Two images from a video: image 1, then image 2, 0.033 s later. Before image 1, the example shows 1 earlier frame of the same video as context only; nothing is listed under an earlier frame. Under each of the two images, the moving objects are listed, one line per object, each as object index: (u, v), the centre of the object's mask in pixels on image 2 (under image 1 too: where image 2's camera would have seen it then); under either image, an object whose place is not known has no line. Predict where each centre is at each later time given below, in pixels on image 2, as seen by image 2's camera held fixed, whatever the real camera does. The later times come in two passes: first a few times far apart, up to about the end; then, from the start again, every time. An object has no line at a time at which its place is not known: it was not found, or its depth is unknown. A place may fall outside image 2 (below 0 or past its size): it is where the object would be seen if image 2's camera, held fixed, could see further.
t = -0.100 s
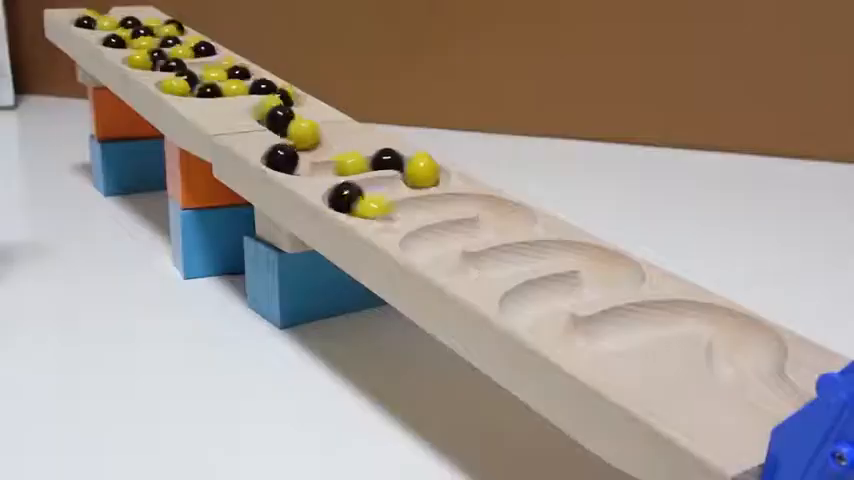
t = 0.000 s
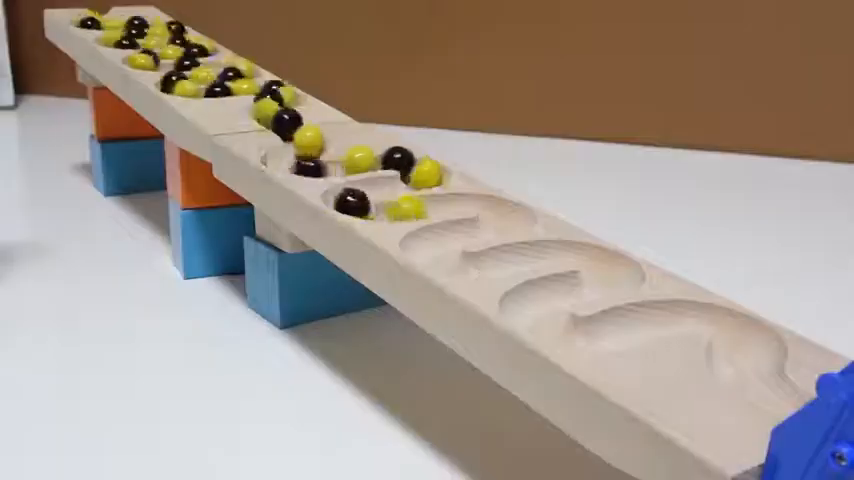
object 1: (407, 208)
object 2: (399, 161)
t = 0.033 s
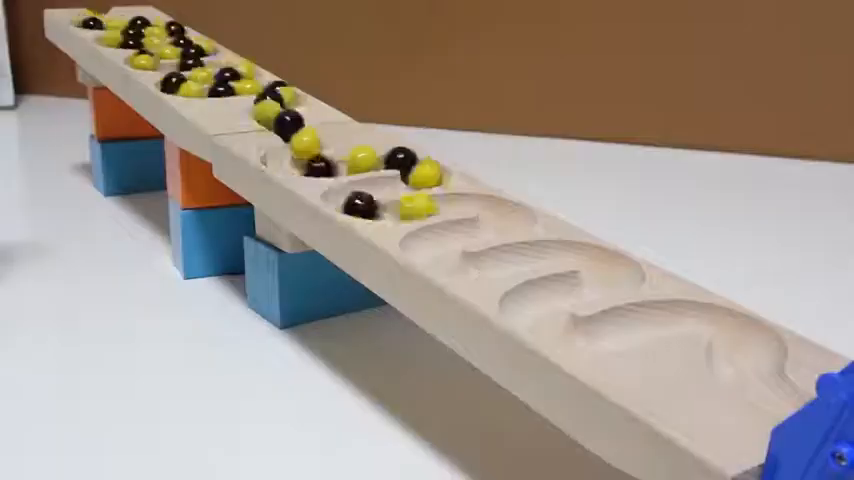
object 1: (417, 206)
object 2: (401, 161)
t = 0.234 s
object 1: (449, 197)
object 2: (427, 172)
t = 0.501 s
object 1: (507, 213)
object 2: (385, 184)
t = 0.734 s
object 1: (486, 226)
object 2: (350, 199)
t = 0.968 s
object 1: (442, 240)
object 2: (388, 209)
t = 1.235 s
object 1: (445, 256)
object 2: (439, 200)
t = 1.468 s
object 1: (507, 259)
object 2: (492, 200)
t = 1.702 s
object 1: (561, 251)
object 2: (509, 221)
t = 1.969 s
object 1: (613, 274)
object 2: (451, 231)
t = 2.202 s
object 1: (566, 289)
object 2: (429, 250)
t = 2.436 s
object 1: (536, 312)
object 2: (495, 262)
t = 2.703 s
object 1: (642, 318)
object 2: (604, 254)
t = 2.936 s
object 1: (753, 348)
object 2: (548, 292)
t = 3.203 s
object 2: (626, 329)
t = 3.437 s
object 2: (747, 326)
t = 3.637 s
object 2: (756, 373)
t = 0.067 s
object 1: (422, 205)
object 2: (404, 160)
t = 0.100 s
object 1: (429, 203)
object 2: (407, 160)
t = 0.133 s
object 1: (433, 202)
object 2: (416, 163)
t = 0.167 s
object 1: (439, 199)
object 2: (422, 168)
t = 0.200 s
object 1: (443, 197)
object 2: (424, 171)
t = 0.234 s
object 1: (449, 197)
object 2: (427, 172)
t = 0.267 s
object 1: (457, 198)
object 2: (429, 173)
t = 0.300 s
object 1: (463, 199)
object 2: (427, 174)
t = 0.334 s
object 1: (476, 203)
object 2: (424, 176)
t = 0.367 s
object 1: (486, 206)
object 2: (418, 178)
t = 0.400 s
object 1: (494, 209)
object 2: (411, 179)
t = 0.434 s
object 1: (501, 209)
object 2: (403, 181)
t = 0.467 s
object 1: (506, 211)
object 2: (394, 183)
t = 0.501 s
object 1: (507, 213)
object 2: (385, 184)
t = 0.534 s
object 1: (507, 217)
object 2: (376, 186)
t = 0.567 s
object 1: (507, 219)
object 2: (371, 184)
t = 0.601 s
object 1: (506, 220)
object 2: (365, 183)
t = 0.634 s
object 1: (504, 222)
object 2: (357, 186)
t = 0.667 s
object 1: (499, 223)
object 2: (353, 192)
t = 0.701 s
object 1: (495, 224)
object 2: (352, 197)
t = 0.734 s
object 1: (486, 226)
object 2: (350, 199)
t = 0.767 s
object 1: (475, 228)
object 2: (347, 199)
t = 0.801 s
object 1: (465, 230)
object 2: (348, 199)
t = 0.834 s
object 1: (456, 231)
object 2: (351, 202)
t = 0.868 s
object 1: (449, 232)
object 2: (358, 205)
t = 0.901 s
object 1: (446, 235)
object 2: (366, 207)
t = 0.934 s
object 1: (444, 239)
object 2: (377, 208)
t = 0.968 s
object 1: (442, 240)
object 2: (388, 209)
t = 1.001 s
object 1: (439, 243)
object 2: (398, 209)
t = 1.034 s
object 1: (435, 246)
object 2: (407, 208)
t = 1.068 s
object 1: (429, 247)
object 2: (415, 206)
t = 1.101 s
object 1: (426, 247)
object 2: (421, 205)
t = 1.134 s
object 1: (426, 248)
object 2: (425, 205)
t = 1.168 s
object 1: (429, 250)
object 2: (428, 203)
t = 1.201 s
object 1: (438, 254)
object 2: (433, 201)
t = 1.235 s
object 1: (445, 256)
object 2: (439, 200)
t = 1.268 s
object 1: (453, 259)
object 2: (446, 200)
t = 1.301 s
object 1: (464, 261)
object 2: (454, 200)
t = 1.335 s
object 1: (471, 261)
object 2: (462, 200)
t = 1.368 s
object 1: (481, 261)
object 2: (473, 202)
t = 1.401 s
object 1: (493, 261)
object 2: (480, 203)
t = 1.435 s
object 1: (499, 260)
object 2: (486, 202)
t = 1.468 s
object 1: (507, 259)
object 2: (492, 200)
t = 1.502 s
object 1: (512, 258)
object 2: (499, 200)
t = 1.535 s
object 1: (517, 256)
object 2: (504, 206)
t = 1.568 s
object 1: (524, 254)
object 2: (507, 212)
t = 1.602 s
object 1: (530, 253)
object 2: (507, 216)
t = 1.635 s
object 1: (539, 252)
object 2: (508, 219)
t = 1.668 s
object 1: (550, 251)
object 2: (510, 220)
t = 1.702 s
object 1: (561, 251)
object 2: (509, 221)
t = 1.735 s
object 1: (573, 250)
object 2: (504, 222)
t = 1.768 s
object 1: (584, 256)
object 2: (497, 225)
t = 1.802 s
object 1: (594, 257)
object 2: (488, 226)
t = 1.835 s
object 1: (600, 260)
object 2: (478, 228)
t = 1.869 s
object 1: (605, 264)
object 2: (468, 229)
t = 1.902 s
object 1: (607, 267)
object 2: (460, 230)
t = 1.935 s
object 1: (610, 271)
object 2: (456, 231)
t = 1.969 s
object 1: (613, 274)
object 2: (451, 231)
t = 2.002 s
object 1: (615, 277)
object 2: (446, 231)
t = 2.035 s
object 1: (615, 277)
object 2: (439, 235)
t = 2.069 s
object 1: (610, 279)
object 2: (433, 241)
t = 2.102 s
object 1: (601, 281)
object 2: (430, 246)
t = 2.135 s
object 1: (590, 285)
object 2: (426, 247)
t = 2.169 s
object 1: (578, 287)
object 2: (425, 248)
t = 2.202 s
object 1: (566, 289)
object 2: (429, 250)
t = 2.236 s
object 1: (557, 291)
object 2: (436, 254)
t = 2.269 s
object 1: (550, 292)
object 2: (444, 257)
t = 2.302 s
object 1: (546, 296)
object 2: (454, 260)
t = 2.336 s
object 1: (543, 300)
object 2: (464, 262)
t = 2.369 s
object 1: (541, 305)
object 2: (475, 263)
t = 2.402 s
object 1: (538, 310)
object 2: (485, 262)
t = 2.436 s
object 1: (536, 312)
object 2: (495, 262)
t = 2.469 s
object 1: (534, 316)
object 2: (501, 261)
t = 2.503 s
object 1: (542, 320)
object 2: (512, 258)
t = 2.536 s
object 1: (564, 328)
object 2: (520, 255)
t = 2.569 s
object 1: (590, 332)
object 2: (533, 251)
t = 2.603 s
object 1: (616, 330)
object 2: (552, 250)
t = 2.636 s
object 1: (629, 328)
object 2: (573, 252)
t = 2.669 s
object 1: (633, 325)
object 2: (589, 253)
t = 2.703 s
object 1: (642, 318)
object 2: (604, 254)
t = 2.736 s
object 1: (662, 317)
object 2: (612, 271)
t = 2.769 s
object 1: (683, 315)
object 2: (613, 277)
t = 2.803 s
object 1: (707, 318)
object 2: (609, 280)
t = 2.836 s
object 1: (722, 321)
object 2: (593, 284)
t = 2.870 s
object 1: (734, 334)
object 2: (571, 289)
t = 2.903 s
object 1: (744, 341)
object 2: (557, 288)
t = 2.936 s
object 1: (753, 348)
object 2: (548, 292)
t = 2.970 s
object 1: (753, 353)
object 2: (538, 306)
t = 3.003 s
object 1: (741, 358)
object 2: (531, 312)
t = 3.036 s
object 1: (739, 362)
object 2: (532, 316)
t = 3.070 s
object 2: (550, 324)
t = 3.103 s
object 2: (570, 331)
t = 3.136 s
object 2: (593, 333)
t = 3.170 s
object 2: (613, 333)
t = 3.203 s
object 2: (626, 329)
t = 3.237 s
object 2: (634, 324)
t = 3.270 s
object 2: (648, 320)
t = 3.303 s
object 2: (671, 317)
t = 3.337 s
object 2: (695, 316)
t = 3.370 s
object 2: (718, 319)
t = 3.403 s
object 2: (729, 323)
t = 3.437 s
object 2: (747, 326)
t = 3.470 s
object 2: (760, 337)
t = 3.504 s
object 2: (755, 339)
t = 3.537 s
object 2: (740, 352)
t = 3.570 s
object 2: (737, 359)
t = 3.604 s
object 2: (745, 368)
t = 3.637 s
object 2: (756, 373)
